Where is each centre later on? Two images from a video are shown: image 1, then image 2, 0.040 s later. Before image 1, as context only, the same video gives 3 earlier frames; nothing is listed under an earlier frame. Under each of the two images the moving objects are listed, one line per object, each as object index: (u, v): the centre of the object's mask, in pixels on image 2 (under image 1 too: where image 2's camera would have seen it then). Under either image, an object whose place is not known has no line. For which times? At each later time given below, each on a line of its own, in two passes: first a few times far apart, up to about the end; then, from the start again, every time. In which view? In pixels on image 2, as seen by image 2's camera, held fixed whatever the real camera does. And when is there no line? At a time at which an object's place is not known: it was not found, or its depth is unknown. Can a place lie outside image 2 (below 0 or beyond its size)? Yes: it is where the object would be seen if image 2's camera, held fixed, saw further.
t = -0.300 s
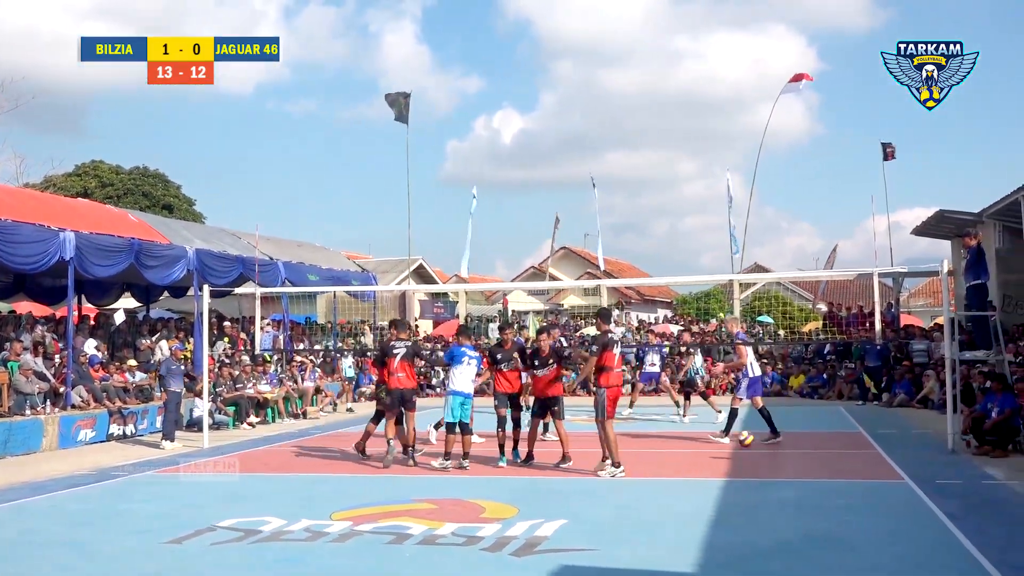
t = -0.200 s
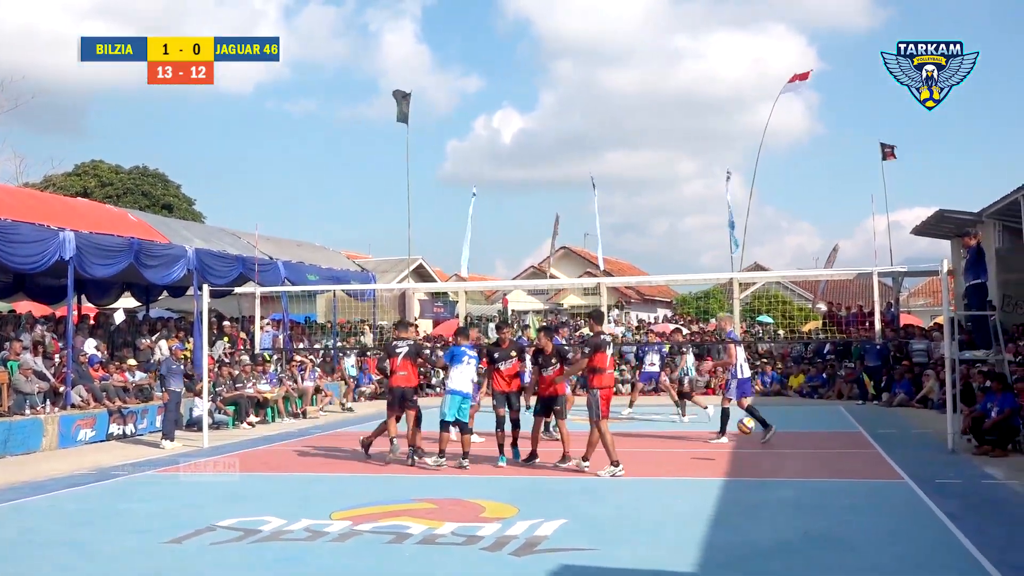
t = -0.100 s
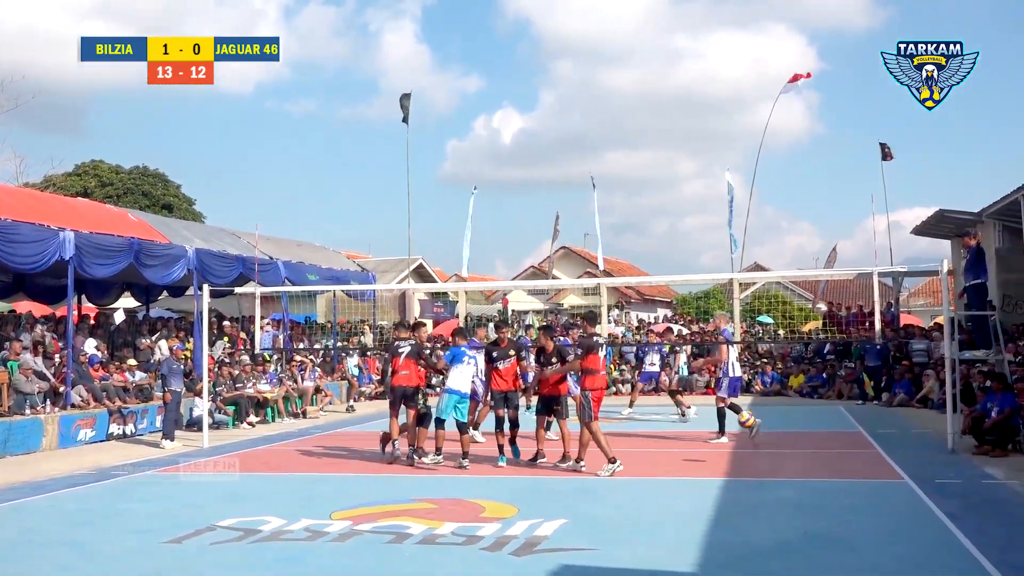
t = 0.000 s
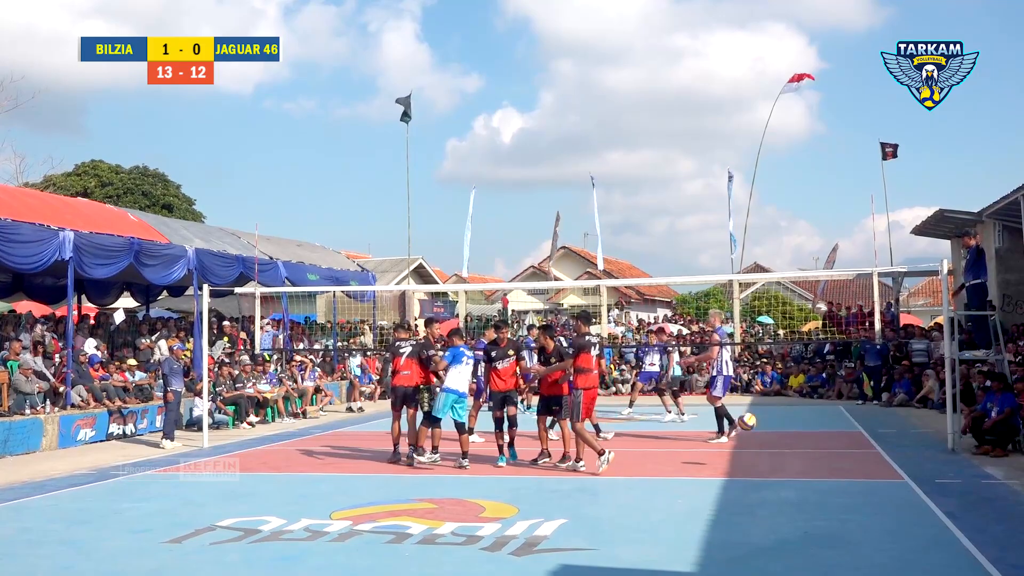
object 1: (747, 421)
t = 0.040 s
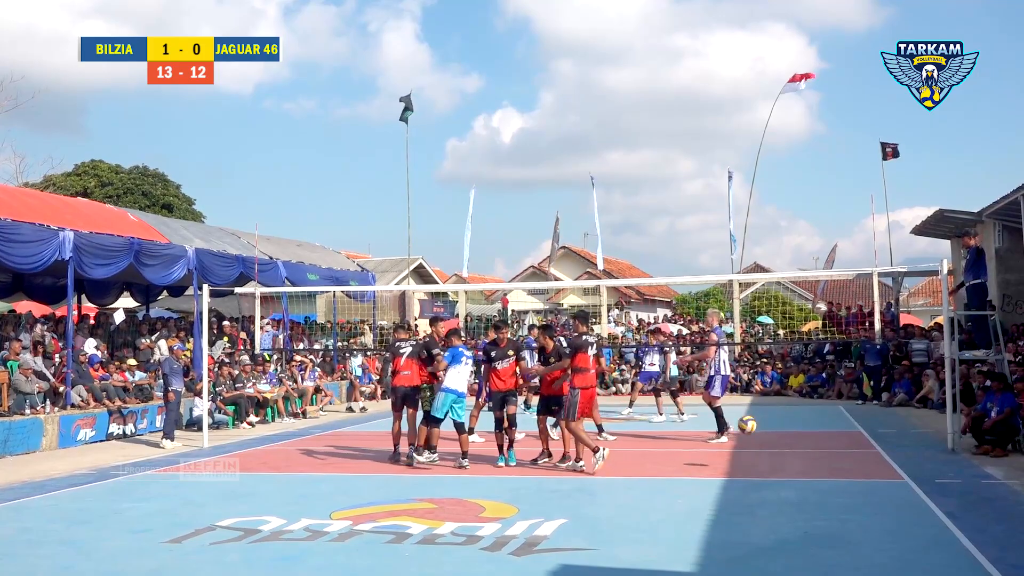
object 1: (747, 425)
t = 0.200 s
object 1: (749, 452)
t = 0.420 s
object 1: (750, 448)
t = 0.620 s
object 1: (751, 454)
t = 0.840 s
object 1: (752, 481)
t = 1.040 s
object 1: (754, 472)
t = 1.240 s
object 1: (755, 509)
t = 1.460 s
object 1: (755, 500)
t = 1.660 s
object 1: (756, 540)
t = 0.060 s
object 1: (747, 426)
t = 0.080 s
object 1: (747, 429)
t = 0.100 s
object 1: (748, 432)
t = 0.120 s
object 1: (749, 435)
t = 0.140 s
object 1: (748, 438)
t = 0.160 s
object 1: (749, 442)
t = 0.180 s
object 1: (749, 447)
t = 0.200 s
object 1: (749, 452)
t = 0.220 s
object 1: (749, 457)
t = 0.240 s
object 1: (749, 463)
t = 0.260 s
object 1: (749, 468)
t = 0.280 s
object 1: (749, 466)
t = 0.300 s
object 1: (749, 462)
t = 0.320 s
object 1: (750, 459)
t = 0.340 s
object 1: (749, 456)
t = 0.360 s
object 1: (750, 453)
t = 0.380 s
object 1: (750, 452)
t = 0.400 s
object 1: (751, 449)
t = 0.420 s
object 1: (750, 448)
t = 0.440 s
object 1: (750, 447)
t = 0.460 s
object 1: (750, 446)
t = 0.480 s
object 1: (750, 446)
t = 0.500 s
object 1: (750, 446)
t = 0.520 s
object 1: (750, 446)
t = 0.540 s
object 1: (750, 447)
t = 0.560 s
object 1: (751, 448)
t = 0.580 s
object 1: (751, 450)
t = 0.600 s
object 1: (751, 452)
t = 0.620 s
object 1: (751, 454)
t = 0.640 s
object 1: (751, 457)
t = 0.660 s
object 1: (751, 460)
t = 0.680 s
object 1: (751, 464)
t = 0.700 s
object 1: (752, 468)
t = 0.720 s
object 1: (752, 473)
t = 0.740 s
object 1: (752, 478)
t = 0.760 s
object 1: (752, 484)
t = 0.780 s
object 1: (753, 490)
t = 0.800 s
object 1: (752, 488)
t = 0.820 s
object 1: (752, 484)
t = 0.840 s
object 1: (752, 481)
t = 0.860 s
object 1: (752, 477)
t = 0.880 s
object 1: (752, 475)
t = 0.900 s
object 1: (752, 473)
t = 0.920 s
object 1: (752, 472)
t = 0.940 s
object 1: (753, 470)
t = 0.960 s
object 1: (752, 470)
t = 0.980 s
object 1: (752, 469)
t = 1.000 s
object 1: (753, 470)
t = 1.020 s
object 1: (753, 470)
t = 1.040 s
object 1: (754, 472)
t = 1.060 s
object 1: (753, 473)
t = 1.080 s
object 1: (753, 475)
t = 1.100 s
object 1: (754, 477)
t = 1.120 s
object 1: (754, 480)
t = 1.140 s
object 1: (754, 484)
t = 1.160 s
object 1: (754, 488)
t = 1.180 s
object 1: (754, 492)
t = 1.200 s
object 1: (754, 497)
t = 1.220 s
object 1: (755, 504)
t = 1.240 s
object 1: (755, 509)
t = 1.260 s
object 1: (755, 515)
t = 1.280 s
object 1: (755, 511)
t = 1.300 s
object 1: (755, 508)
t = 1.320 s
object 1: (755, 505)
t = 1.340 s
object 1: (755, 503)
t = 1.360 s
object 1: (755, 501)
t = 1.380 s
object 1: (755, 500)
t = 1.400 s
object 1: (754, 499)
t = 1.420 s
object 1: (755, 499)
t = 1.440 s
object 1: (754, 499)
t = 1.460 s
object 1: (755, 500)
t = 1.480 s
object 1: (755, 501)
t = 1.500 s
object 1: (755, 503)
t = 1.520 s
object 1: (755, 505)
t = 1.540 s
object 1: (755, 508)
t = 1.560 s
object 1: (755, 512)
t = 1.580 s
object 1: (755, 516)
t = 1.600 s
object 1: (756, 521)
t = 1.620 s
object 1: (756, 526)
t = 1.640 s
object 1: (755, 533)
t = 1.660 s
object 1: (756, 540)
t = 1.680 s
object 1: (756, 542)
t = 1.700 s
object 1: (756, 539)
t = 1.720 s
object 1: (756, 536)
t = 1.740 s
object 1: (755, 534)
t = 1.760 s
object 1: (756, 532)
